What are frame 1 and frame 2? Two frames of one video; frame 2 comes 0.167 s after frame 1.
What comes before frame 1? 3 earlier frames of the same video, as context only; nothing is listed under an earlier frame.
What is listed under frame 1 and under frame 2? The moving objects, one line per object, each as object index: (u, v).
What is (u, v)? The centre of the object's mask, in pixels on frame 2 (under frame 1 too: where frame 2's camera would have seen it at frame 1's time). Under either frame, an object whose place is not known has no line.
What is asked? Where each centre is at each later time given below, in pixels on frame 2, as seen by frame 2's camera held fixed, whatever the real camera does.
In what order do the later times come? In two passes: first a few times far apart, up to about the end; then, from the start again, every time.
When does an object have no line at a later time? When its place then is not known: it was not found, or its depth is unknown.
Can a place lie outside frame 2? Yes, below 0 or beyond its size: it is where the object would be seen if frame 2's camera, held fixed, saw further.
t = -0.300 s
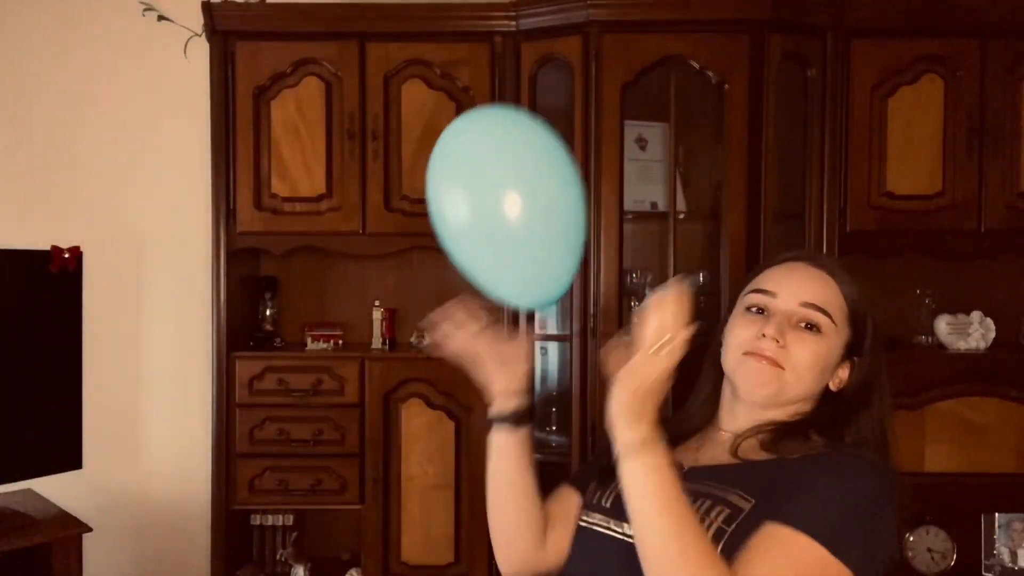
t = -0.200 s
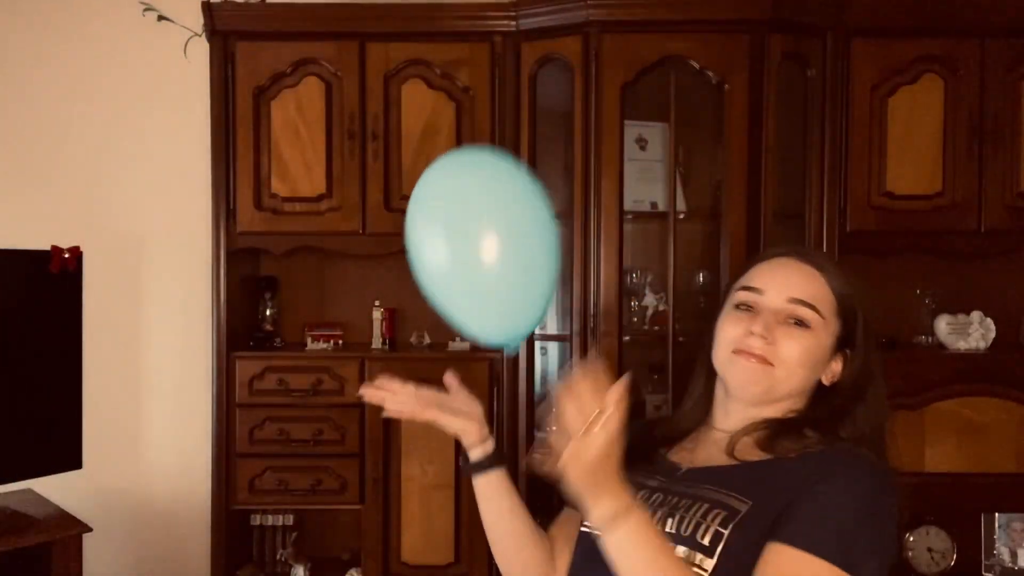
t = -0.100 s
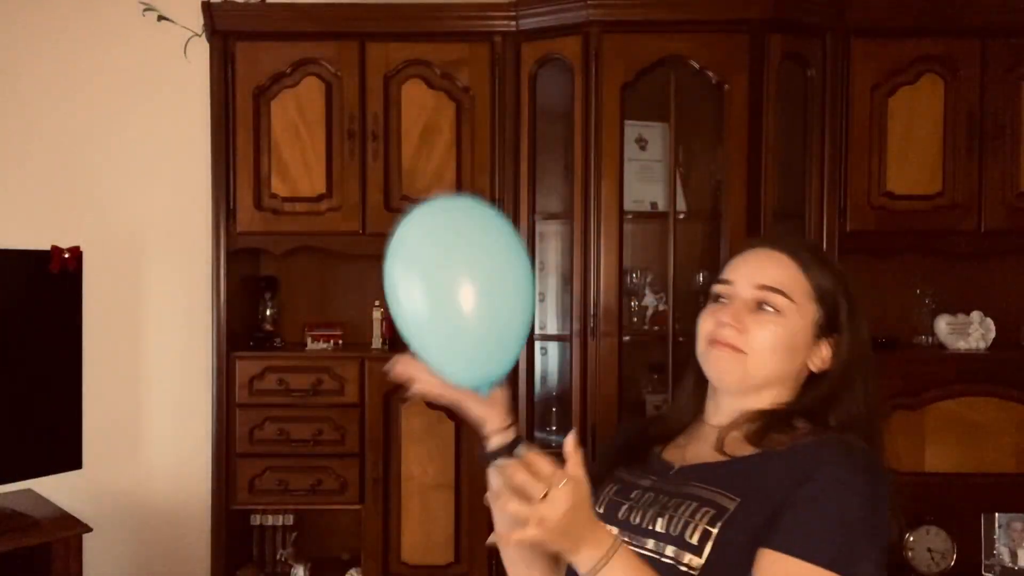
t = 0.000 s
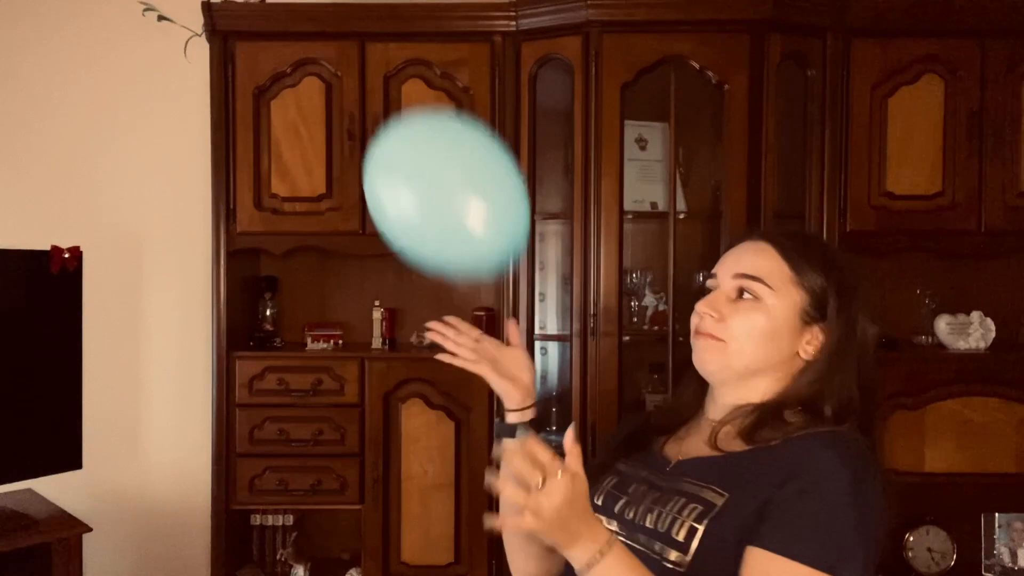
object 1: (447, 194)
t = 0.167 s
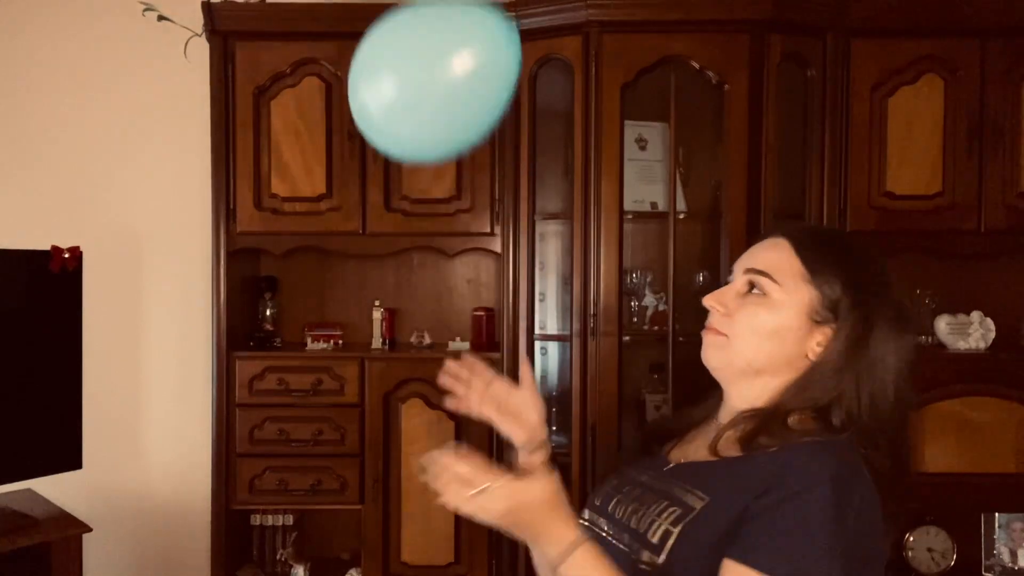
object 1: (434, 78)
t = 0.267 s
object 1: (424, 55)
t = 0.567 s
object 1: (419, 33)
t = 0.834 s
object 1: (429, 85)
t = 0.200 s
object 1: (430, 68)
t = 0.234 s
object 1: (428, 61)
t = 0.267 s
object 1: (424, 55)
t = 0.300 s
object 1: (422, 50)
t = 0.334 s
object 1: (420, 45)
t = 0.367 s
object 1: (419, 42)
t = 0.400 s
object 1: (417, 38)
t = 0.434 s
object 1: (416, 36)
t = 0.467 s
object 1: (416, 35)
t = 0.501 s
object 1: (417, 34)
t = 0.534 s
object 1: (417, 33)
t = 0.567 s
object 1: (419, 33)
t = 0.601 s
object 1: (422, 35)
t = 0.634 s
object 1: (425, 38)
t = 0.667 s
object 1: (426, 43)
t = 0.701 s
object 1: (428, 50)
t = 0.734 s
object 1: (428, 57)
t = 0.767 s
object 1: (428, 66)
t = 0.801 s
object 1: (428, 75)
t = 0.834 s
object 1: (429, 85)
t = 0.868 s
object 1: (430, 97)
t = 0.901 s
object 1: (431, 112)
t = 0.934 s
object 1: (432, 133)
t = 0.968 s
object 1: (433, 153)
